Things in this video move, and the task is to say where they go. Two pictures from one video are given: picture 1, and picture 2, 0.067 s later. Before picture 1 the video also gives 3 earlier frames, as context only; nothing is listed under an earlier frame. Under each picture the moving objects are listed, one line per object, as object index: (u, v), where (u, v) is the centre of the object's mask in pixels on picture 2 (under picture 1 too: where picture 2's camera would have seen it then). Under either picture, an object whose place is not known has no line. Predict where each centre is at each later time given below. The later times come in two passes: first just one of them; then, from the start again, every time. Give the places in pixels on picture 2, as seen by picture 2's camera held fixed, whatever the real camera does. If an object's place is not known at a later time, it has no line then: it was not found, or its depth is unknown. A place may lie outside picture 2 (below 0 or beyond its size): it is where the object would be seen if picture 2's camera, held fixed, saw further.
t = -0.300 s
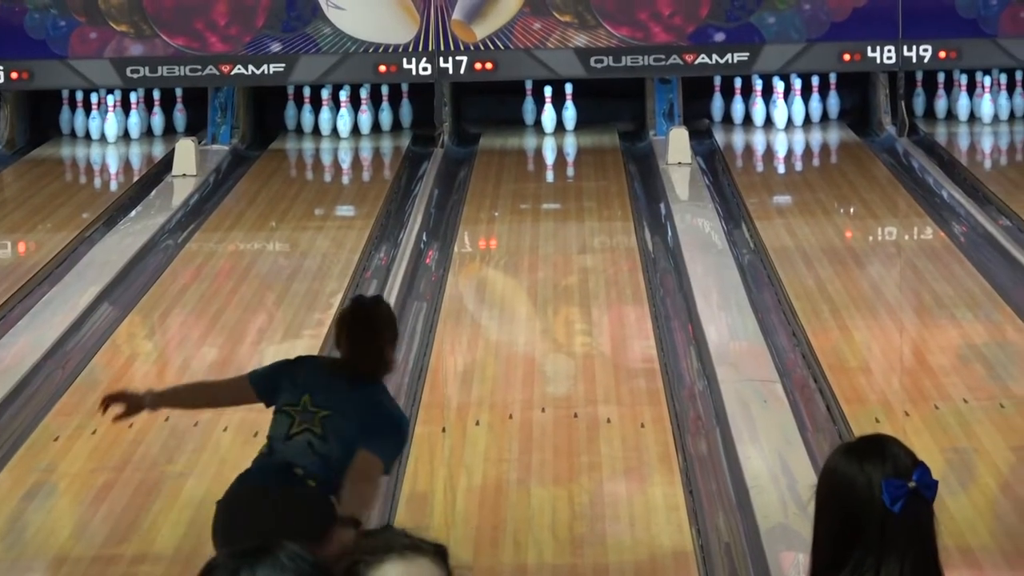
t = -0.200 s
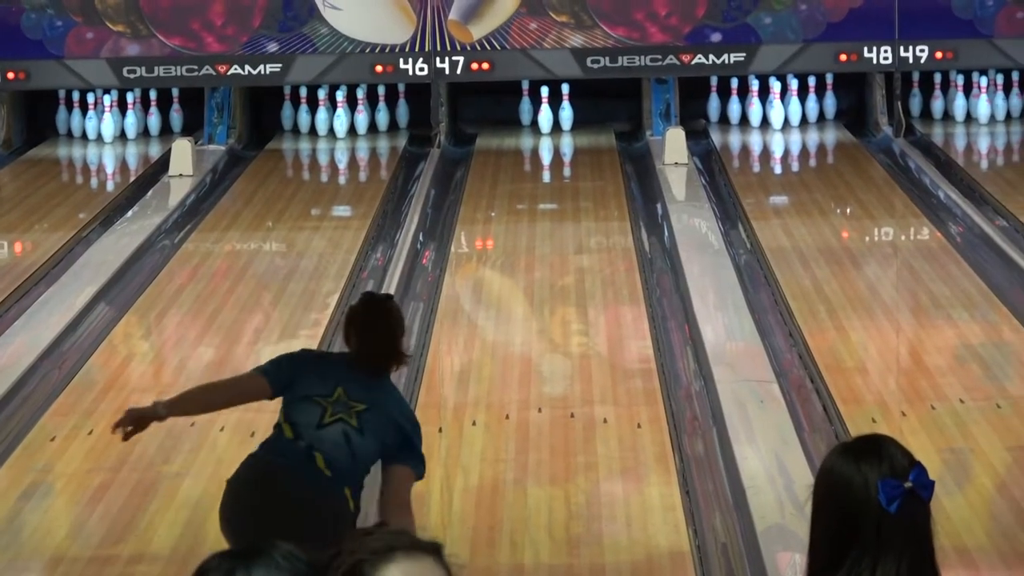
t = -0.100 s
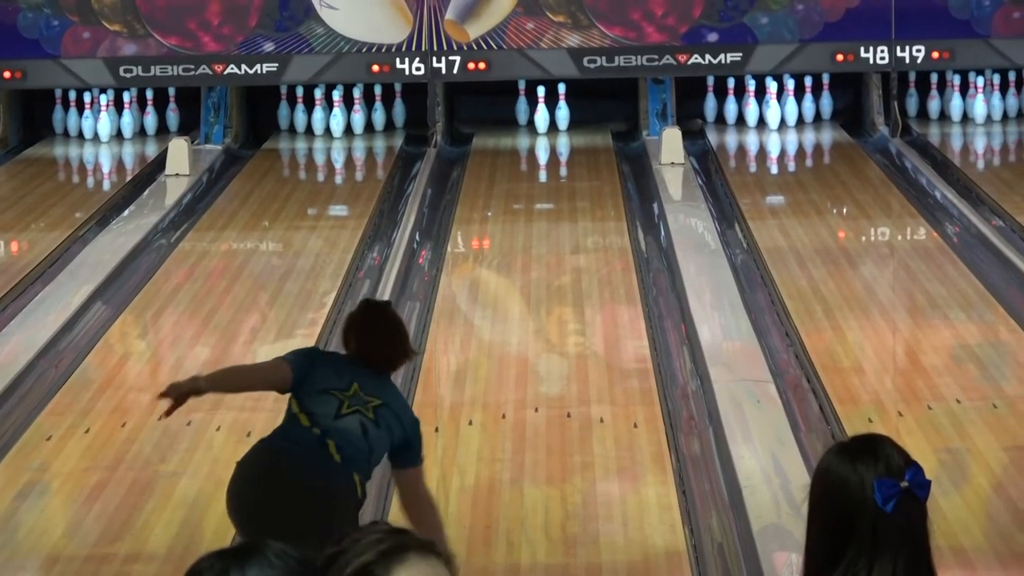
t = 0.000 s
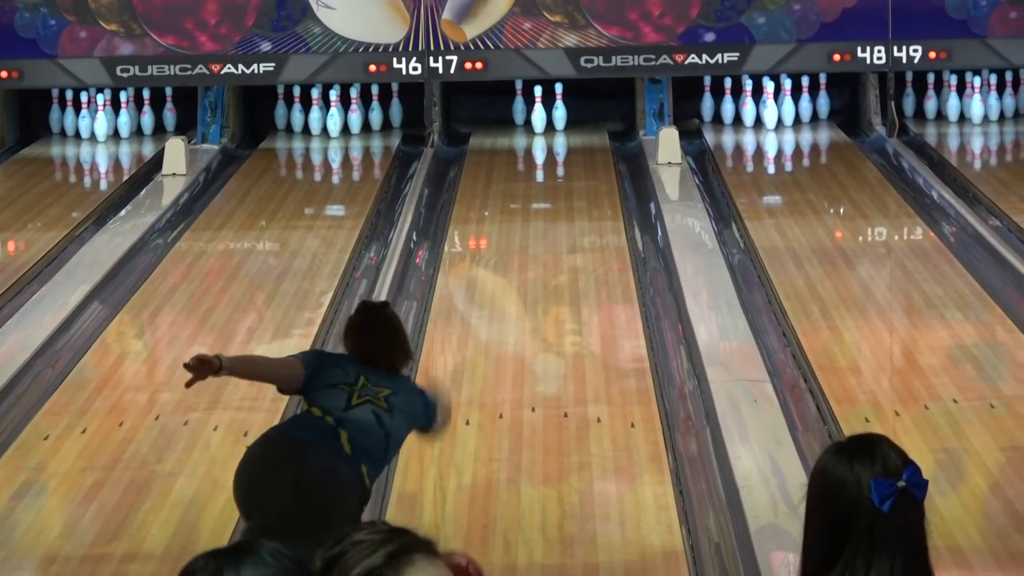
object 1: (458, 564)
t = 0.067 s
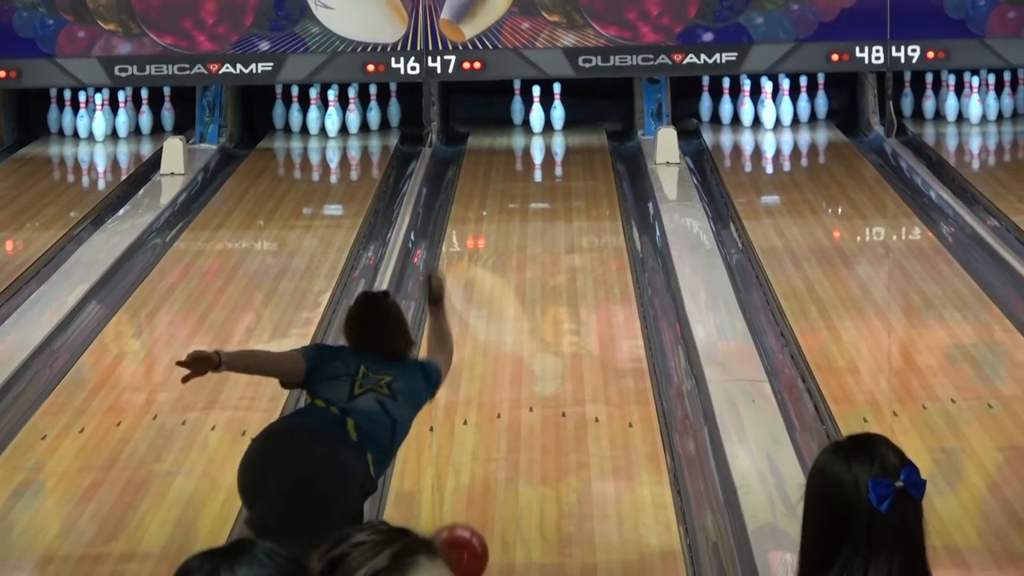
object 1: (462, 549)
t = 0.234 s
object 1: (474, 491)
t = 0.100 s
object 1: (463, 541)
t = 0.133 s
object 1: (464, 528)
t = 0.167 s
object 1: (468, 516)
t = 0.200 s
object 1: (471, 504)
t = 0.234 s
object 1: (474, 491)
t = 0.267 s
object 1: (477, 480)
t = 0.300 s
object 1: (480, 468)
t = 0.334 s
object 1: (483, 457)
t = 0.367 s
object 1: (485, 446)
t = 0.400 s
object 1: (488, 437)
